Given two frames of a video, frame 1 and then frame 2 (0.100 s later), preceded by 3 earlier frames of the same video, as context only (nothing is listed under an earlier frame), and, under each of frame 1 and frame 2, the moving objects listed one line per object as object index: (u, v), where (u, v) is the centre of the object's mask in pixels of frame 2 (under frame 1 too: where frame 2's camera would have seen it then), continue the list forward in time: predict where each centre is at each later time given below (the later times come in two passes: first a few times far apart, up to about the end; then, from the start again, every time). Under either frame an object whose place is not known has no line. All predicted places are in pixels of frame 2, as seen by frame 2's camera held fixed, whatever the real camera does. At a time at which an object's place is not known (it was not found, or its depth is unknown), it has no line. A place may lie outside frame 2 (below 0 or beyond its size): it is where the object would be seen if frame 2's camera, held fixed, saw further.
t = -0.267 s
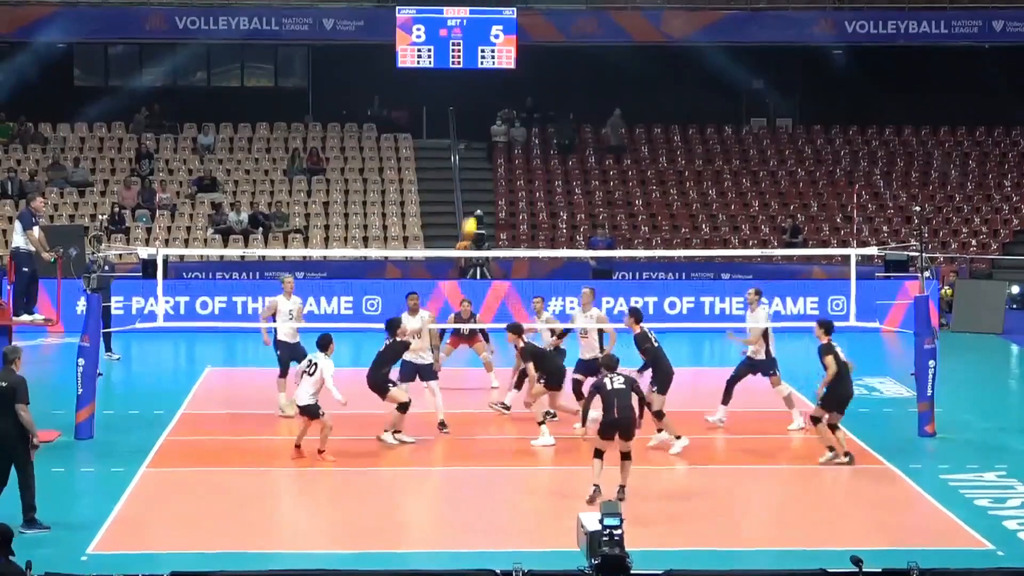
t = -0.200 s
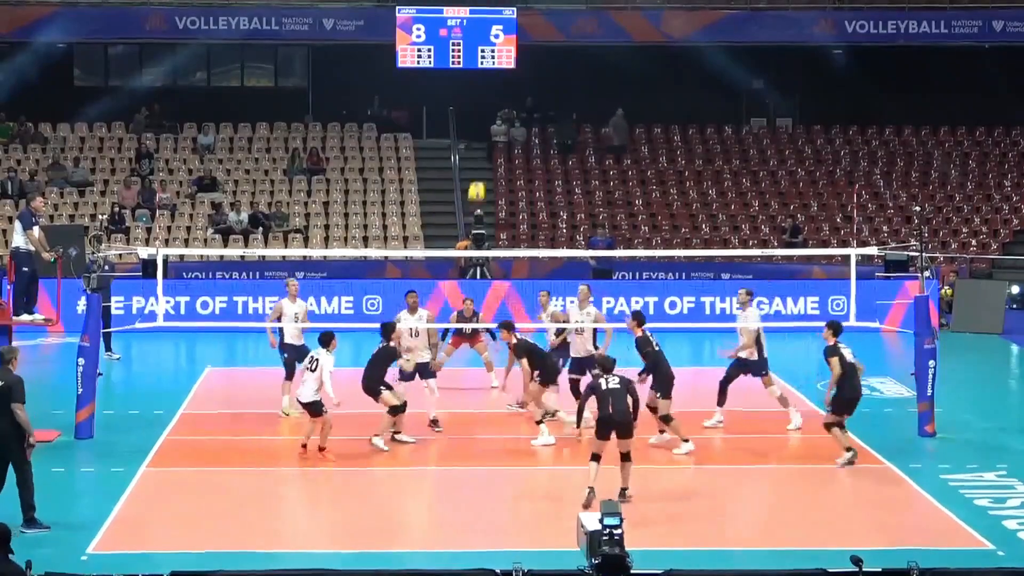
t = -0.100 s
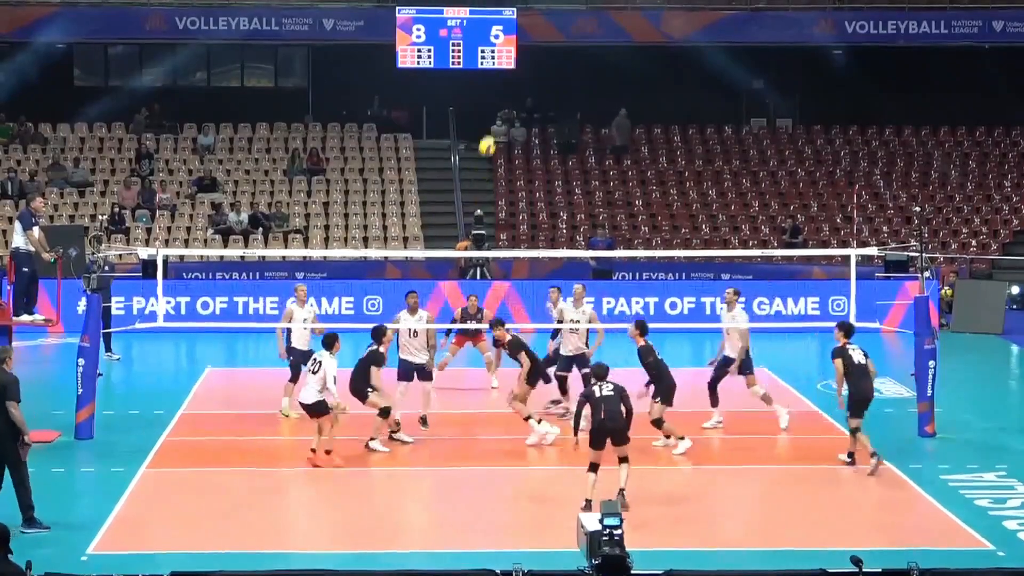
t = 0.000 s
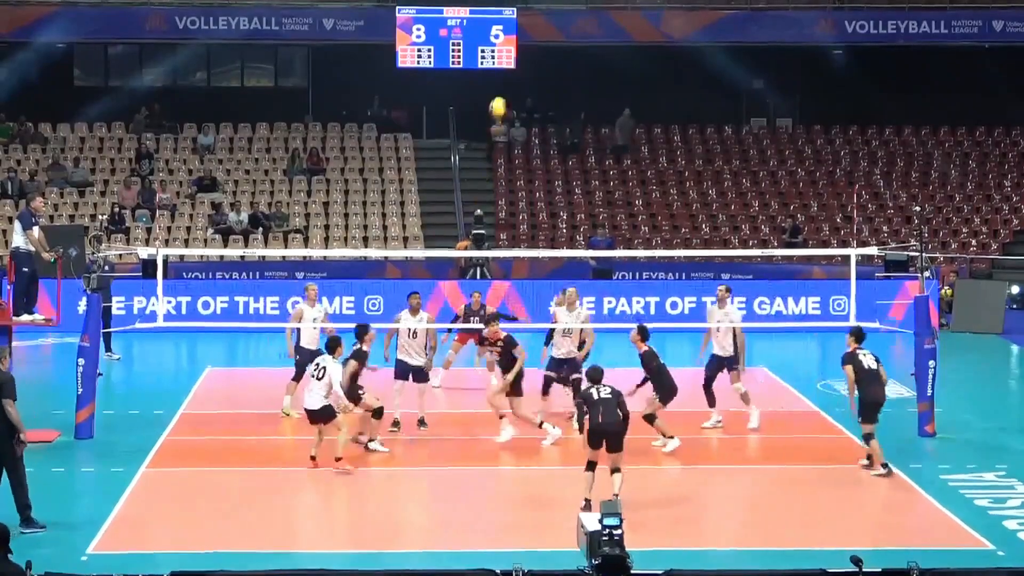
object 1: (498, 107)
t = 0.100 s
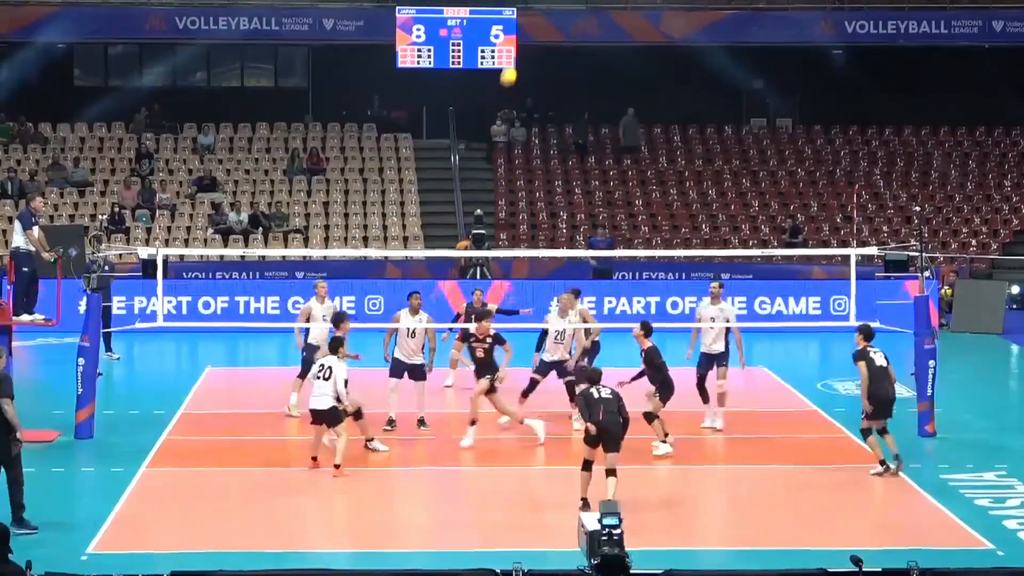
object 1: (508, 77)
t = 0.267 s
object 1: (526, 42)
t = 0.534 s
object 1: (553, 31)
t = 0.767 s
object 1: (577, 68)
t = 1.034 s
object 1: (602, 162)
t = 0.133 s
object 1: (512, 68)
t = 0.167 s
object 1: (517, 60)
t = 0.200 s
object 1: (519, 53)
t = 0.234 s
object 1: (523, 48)
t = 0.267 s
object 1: (526, 42)
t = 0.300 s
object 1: (529, 38)
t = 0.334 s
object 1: (533, 34)
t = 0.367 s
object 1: (536, 31)
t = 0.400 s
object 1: (539, 29)
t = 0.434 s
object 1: (542, 29)
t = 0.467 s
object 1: (546, 29)
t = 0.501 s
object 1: (550, 29)
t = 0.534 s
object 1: (553, 31)
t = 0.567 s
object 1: (556, 34)
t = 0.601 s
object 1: (560, 37)
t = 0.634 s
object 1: (563, 42)
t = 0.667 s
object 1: (567, 47)
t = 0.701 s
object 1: (570, 53)
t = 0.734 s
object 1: (573, 60)
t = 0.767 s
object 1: (577, 68)
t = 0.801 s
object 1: (580, 77)
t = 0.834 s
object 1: (583, 87)
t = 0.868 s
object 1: (587, 97)
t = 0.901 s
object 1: (590, 109)
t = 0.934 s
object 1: (593, 121)
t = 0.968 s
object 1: (596, 134)
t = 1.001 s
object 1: (599, 147)
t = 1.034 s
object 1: (602, 162)
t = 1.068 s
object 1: (605, 177)
